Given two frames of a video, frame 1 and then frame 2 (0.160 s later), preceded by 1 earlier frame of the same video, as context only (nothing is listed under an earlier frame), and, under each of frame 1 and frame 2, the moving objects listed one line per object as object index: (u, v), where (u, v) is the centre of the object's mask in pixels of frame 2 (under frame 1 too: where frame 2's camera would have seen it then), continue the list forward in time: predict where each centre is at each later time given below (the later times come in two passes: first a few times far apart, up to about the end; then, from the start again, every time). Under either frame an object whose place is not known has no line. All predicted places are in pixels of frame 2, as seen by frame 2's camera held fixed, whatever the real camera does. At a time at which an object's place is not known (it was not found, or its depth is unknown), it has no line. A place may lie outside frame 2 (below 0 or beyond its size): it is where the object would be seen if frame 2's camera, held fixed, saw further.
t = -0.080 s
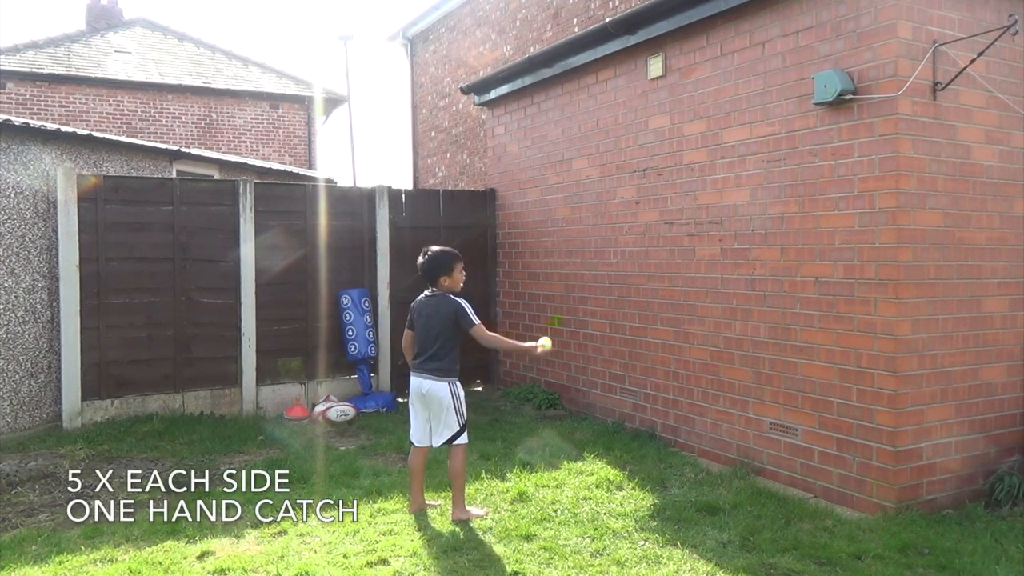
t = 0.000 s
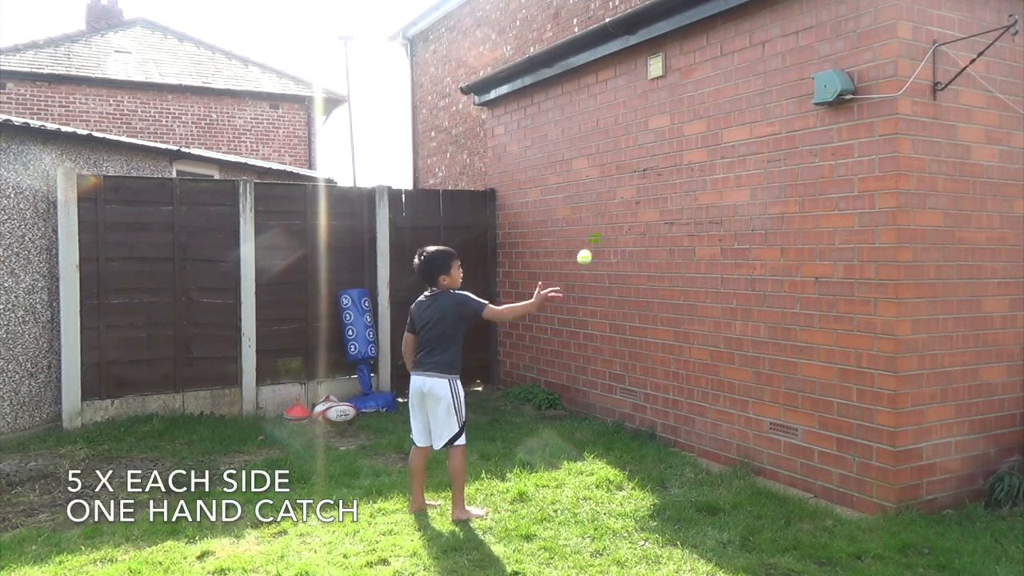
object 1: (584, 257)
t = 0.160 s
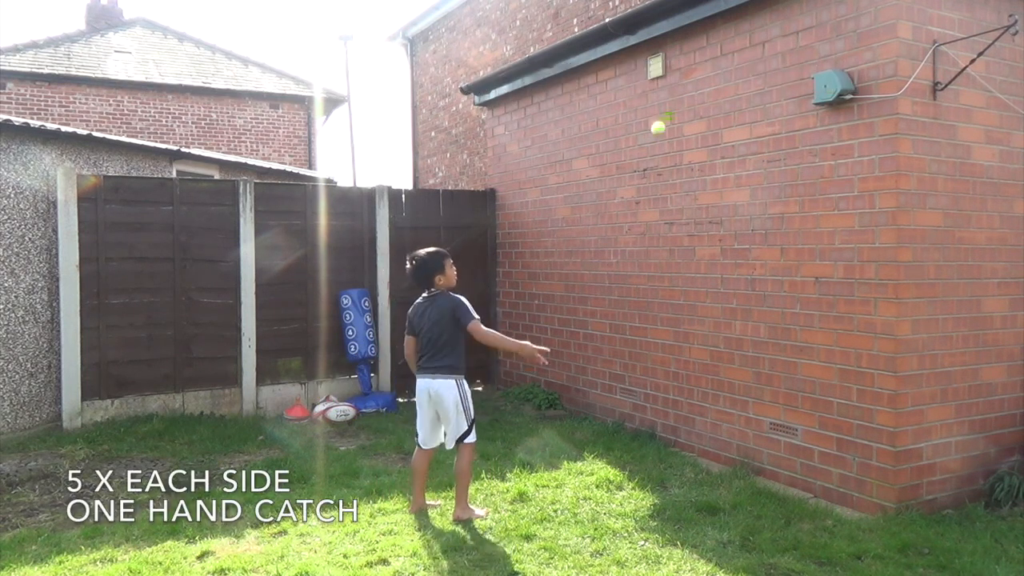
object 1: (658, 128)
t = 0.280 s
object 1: (709, 69)
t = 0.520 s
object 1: (706, 24)
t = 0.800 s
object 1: (620, 105)
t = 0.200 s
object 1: (675, 105)
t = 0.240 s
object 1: (692, 85)
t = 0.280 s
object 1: (709, 69)
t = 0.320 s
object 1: (725, 56)
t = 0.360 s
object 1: (741, 46)
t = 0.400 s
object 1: (739, 37)
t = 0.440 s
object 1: (728, 30)
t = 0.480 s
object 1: (717, 26)
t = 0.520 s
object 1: (706, 24)
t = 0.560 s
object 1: (694, 26)
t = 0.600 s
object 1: (683, 30)
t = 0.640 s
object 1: (671, 38)
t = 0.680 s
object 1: (658, 49)
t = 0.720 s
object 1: (646, 64)
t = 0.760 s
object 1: (633, 82)
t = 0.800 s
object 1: (620, 105)
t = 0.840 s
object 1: (607, 131)
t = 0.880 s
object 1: (593, 161)
